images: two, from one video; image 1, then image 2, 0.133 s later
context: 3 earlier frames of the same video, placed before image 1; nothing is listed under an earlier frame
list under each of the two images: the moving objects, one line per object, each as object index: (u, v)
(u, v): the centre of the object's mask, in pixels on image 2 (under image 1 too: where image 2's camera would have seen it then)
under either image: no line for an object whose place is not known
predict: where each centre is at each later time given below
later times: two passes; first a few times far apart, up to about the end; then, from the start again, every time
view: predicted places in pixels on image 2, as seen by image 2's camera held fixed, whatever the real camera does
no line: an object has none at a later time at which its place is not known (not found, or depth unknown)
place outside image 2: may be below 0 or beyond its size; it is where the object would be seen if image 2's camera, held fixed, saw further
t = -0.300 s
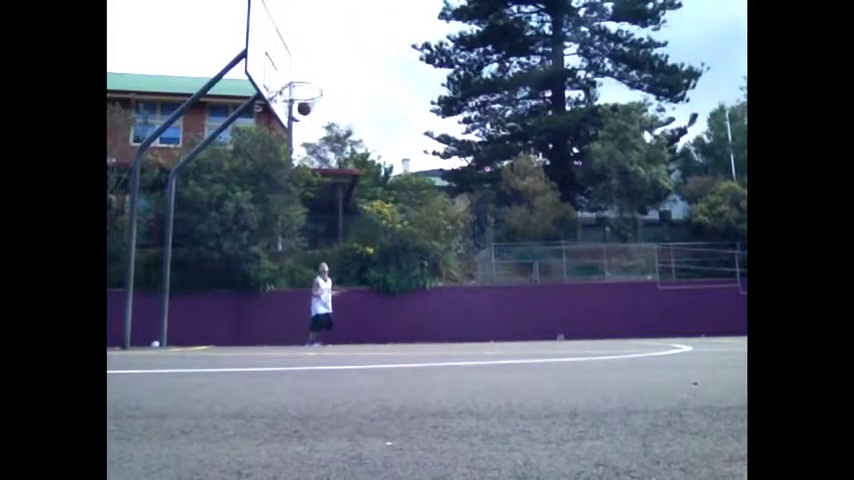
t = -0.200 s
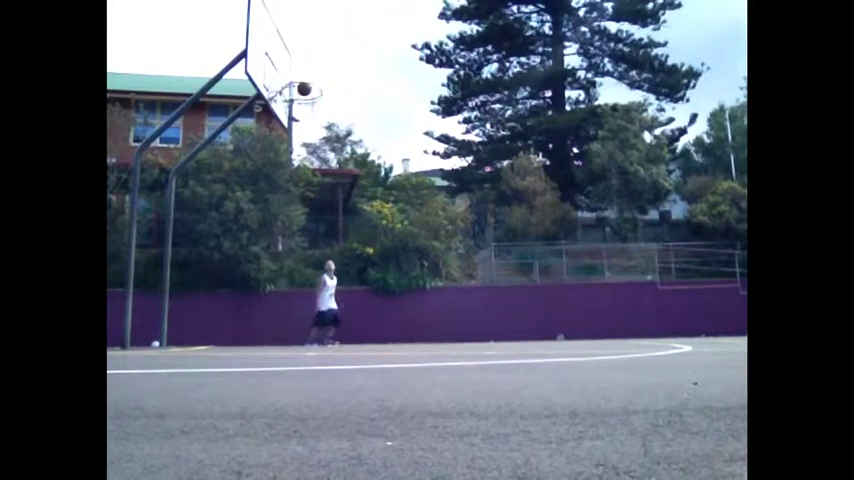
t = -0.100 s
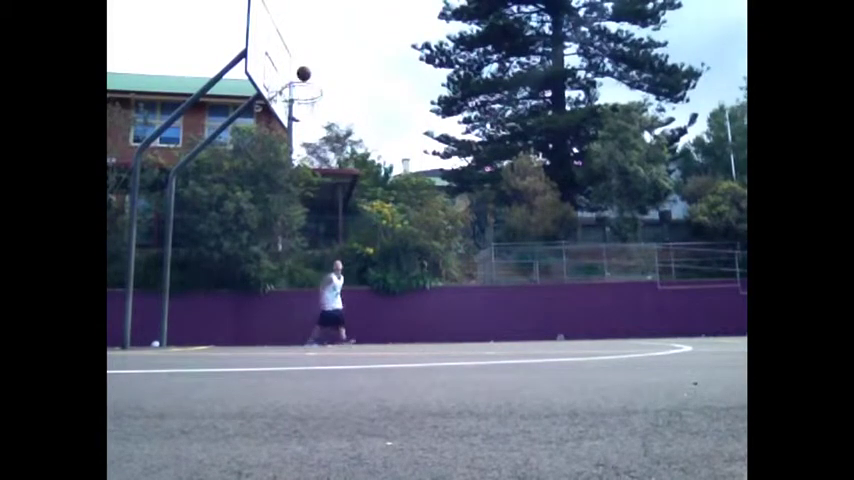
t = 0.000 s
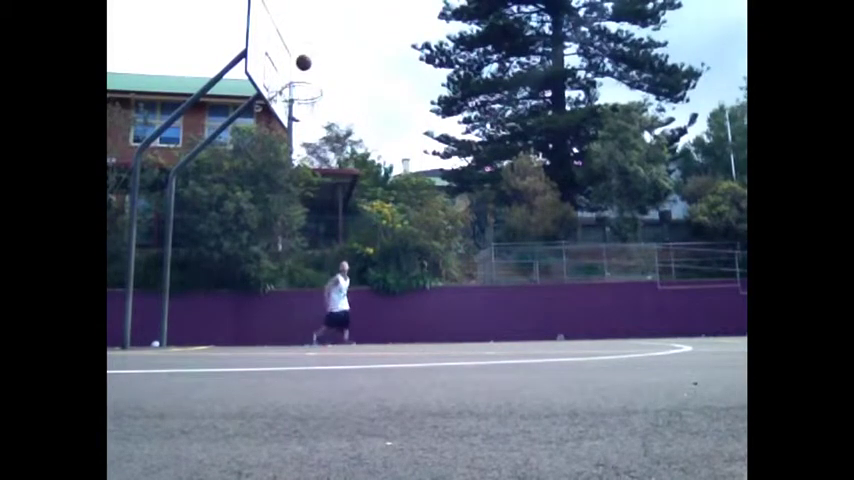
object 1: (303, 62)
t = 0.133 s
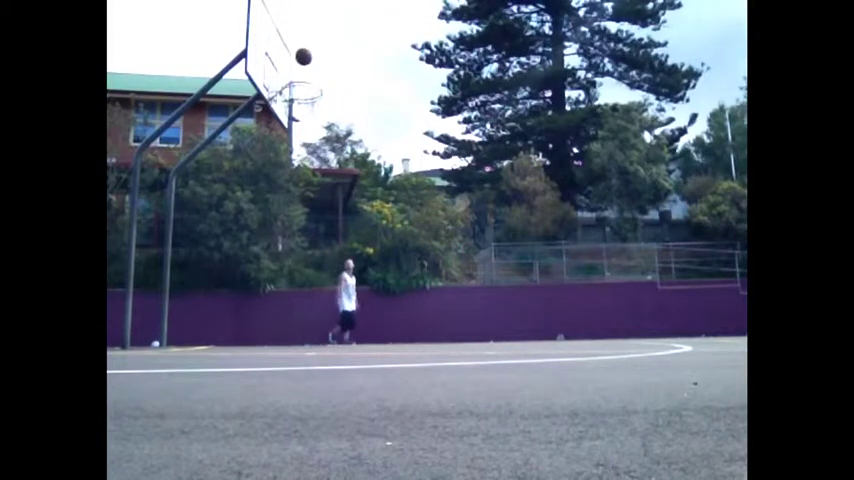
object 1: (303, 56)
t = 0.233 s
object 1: (303, 59)
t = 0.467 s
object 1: (302, 98)
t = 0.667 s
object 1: (292, 175)
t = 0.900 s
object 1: (279, 313)
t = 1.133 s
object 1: (271, 241)
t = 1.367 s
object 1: (264, 181)
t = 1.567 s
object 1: (262, 168)
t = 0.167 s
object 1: (303, 56)
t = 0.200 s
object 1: (303, 57)
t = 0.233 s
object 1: (303, 59)
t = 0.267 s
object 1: (303, 61)
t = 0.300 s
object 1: (303, 65)
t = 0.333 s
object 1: (303, 69)
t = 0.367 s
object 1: (303, 74)
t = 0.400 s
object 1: (303, 81)
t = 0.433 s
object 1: (302, 88)
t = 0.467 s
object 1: (302, 98)
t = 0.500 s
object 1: (299, 110)
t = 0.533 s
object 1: (298, 121)
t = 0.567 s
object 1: (295, 134)
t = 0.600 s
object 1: (294, 147)
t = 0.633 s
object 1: (292, 162)
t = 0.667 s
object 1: (292, 175)
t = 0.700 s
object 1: (291, 190)
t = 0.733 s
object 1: (290, 207)
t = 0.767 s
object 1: (285, 229)
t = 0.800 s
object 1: (284, 248)
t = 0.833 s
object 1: (282, 269)
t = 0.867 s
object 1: (280, 290)
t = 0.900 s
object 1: (279, 313)
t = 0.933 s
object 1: (277, 336)
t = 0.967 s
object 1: (277, 316)
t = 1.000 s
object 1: (275, 297)
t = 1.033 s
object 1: (274, 283)
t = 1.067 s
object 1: (272, 269)
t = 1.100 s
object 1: (271, 255)
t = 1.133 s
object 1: (271, 241)
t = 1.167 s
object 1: (269, 229)
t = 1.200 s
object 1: (268, 220)
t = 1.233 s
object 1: (267, 209)
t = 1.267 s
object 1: (266, 201)
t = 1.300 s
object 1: (265, 193)
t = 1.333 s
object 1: (265, 188)
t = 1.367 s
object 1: (264, 181)
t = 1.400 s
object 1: (264, 177)
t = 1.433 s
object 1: (264, 173)
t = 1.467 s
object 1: (263, 170)
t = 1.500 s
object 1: (262, 169)
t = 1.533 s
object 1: (262, 168)
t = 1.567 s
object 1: (262, 168)
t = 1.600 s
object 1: (260, 168)
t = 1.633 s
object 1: (260, 168)
